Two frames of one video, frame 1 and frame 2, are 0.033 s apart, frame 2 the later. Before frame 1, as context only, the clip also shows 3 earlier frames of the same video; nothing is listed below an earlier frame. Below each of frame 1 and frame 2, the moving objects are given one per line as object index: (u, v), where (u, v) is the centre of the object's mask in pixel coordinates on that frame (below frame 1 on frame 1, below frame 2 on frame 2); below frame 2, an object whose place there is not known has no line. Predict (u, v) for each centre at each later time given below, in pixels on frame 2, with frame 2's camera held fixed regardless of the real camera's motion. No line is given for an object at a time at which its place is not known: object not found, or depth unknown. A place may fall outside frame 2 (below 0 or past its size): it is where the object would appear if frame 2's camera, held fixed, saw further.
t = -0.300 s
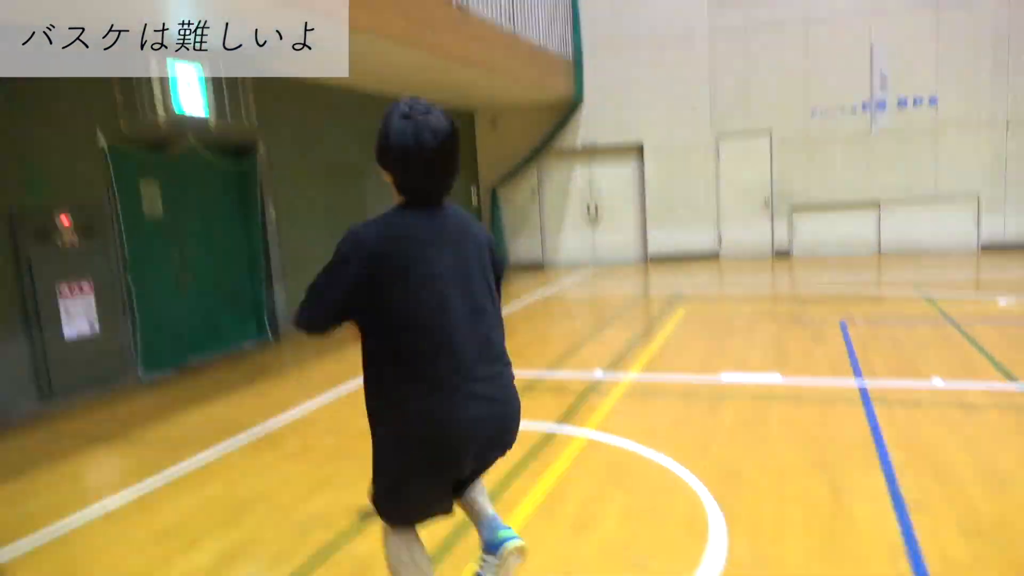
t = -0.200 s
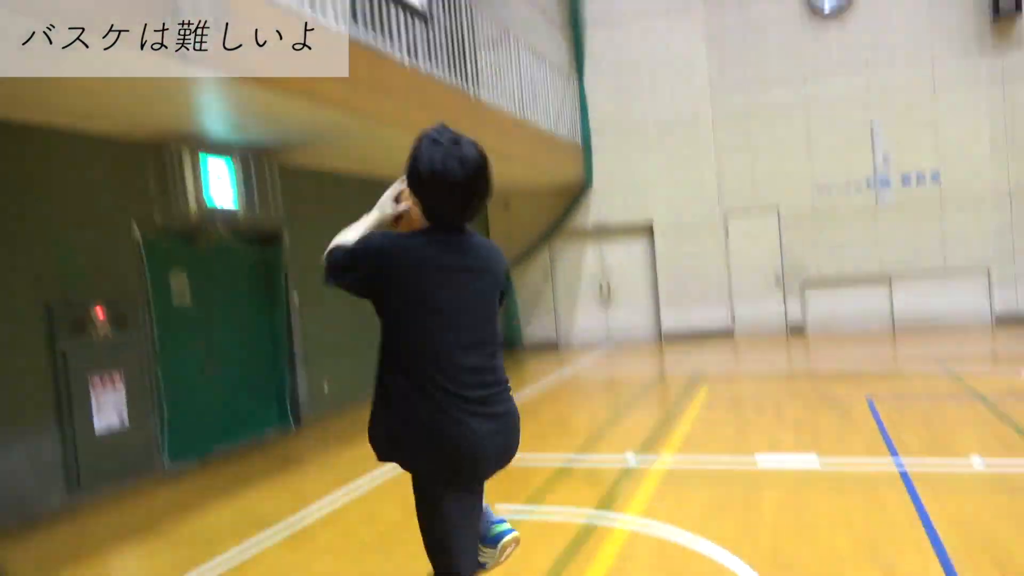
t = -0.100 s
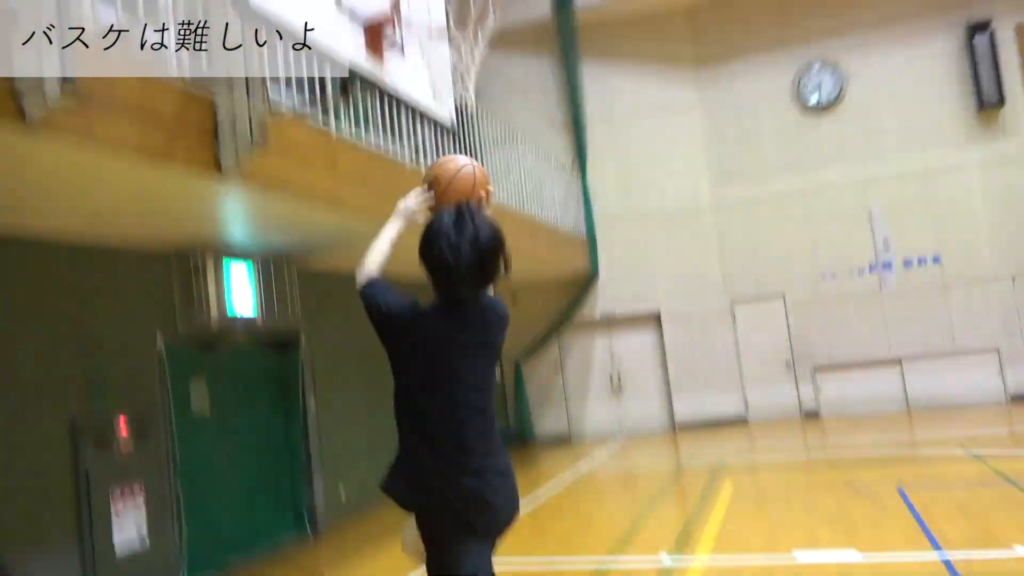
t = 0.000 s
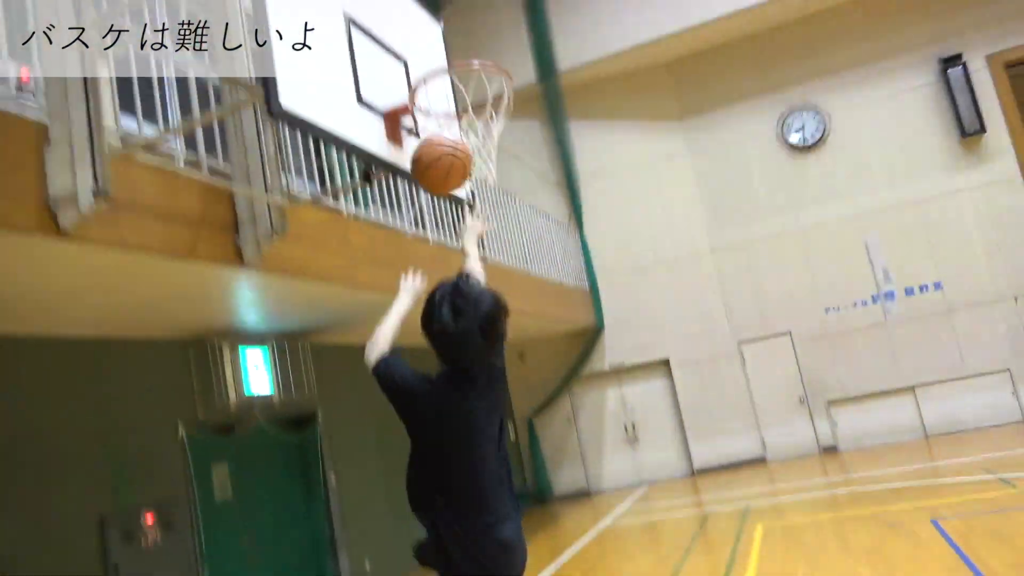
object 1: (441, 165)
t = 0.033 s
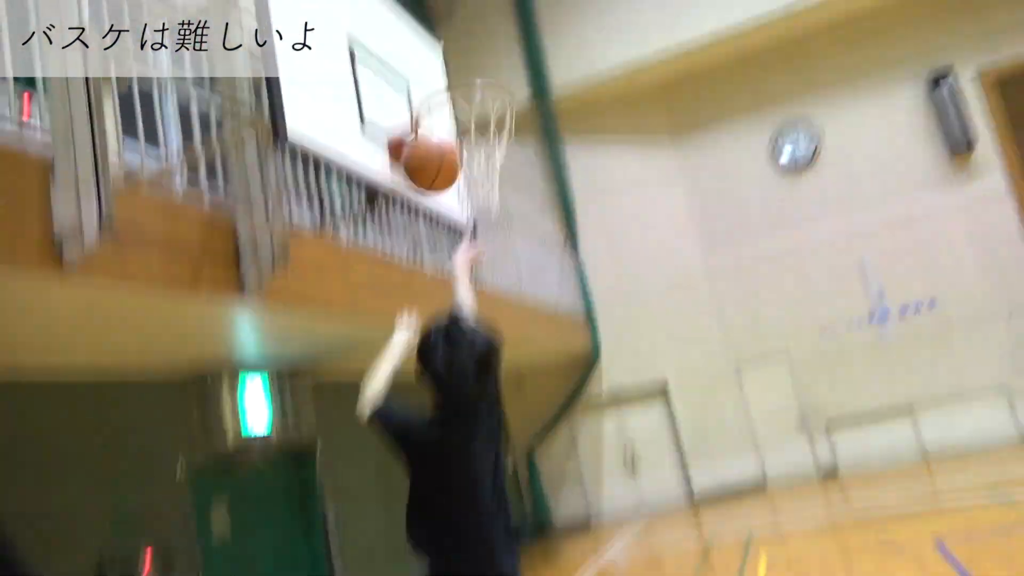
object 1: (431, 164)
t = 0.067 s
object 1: (419, 148)
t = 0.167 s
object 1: (400, 105)
